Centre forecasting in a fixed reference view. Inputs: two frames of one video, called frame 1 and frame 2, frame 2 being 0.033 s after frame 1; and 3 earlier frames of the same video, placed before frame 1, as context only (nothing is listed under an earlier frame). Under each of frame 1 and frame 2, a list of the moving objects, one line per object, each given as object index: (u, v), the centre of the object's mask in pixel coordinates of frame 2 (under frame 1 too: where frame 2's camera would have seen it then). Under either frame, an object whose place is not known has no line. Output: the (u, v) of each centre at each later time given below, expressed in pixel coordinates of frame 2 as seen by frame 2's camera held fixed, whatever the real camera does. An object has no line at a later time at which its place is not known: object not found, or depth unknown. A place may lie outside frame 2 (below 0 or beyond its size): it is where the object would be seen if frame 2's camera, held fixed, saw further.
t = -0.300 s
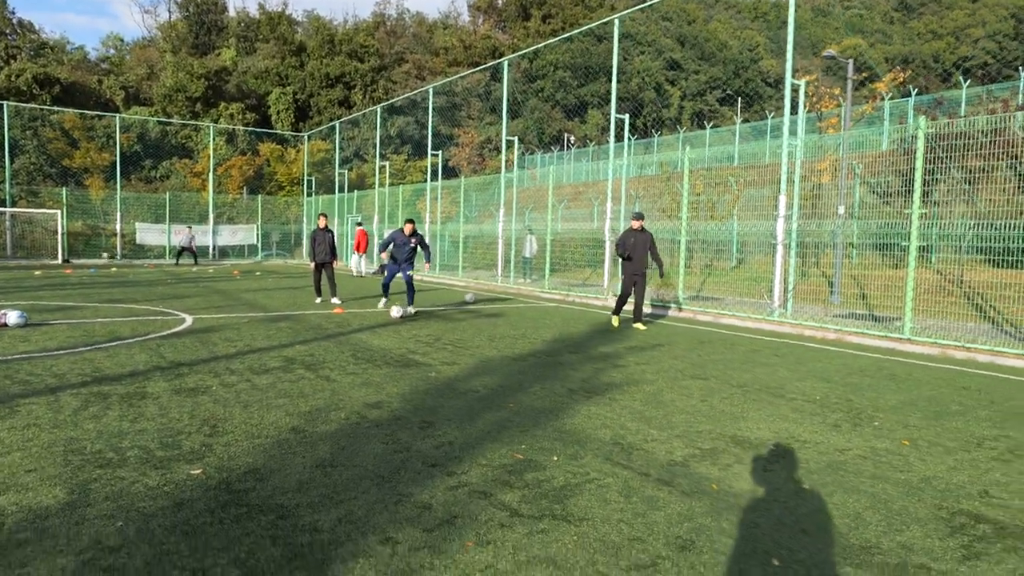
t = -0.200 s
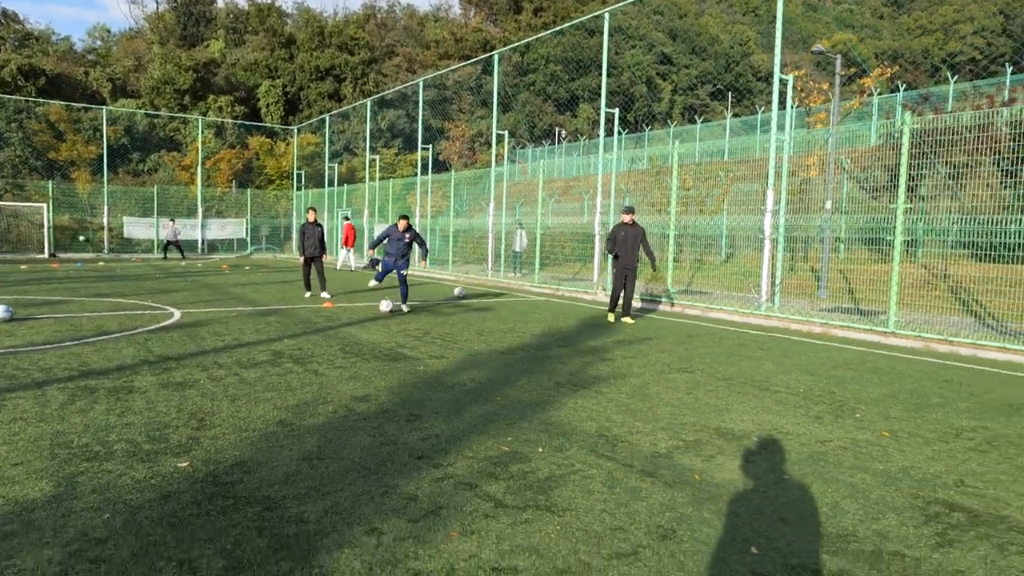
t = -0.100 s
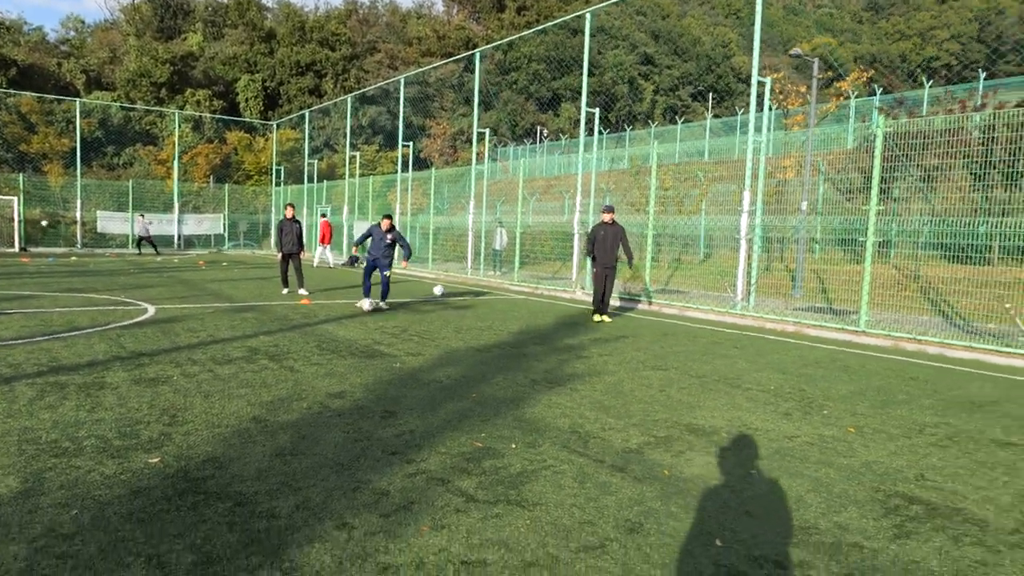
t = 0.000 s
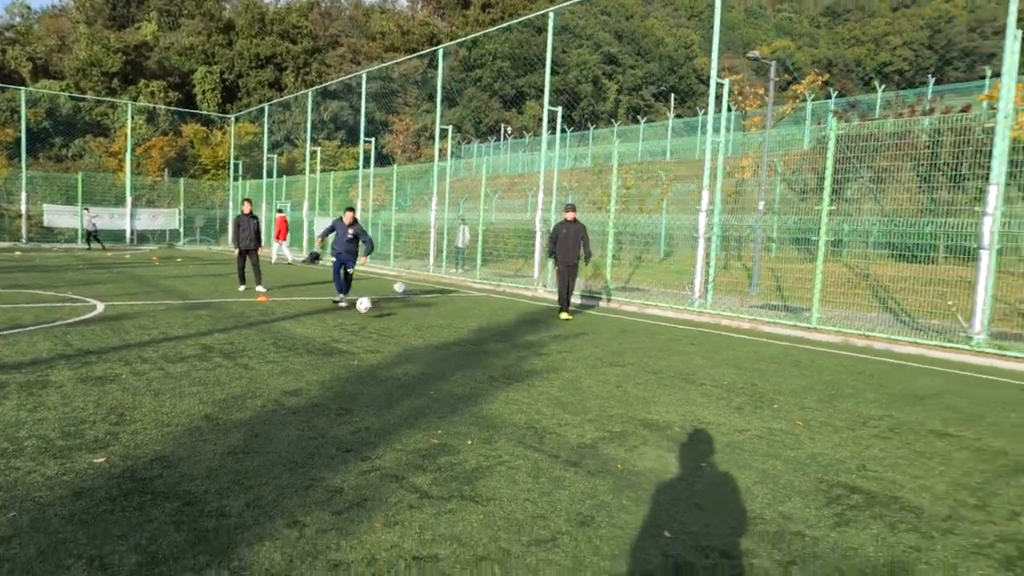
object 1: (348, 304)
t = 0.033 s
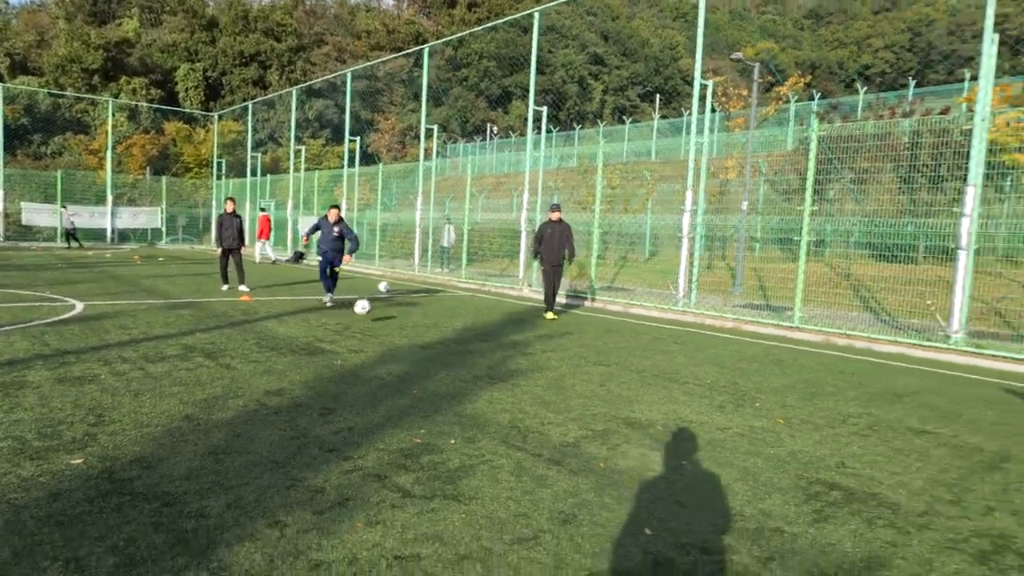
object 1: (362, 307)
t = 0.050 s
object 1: (370, 308)
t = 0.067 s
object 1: (378, 311)
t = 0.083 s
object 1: (386, 313)
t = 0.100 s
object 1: (394, 316)
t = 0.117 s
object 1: (403, 319)
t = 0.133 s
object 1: (412, 323)
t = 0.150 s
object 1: (422, 327)
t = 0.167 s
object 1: (432, 332)
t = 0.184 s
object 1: (443, 337)
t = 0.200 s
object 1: (453, 340)
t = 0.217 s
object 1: (465, 343)
